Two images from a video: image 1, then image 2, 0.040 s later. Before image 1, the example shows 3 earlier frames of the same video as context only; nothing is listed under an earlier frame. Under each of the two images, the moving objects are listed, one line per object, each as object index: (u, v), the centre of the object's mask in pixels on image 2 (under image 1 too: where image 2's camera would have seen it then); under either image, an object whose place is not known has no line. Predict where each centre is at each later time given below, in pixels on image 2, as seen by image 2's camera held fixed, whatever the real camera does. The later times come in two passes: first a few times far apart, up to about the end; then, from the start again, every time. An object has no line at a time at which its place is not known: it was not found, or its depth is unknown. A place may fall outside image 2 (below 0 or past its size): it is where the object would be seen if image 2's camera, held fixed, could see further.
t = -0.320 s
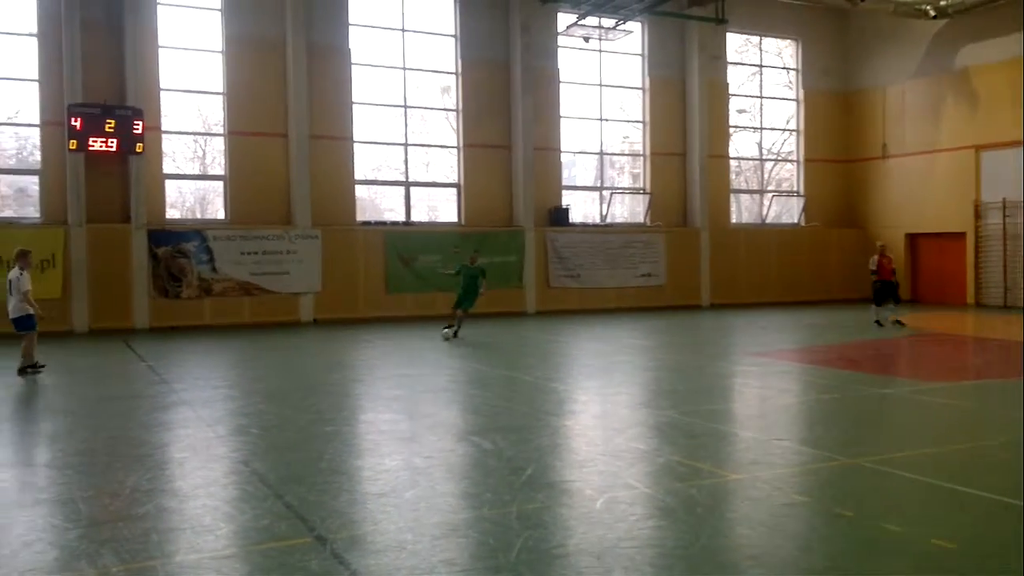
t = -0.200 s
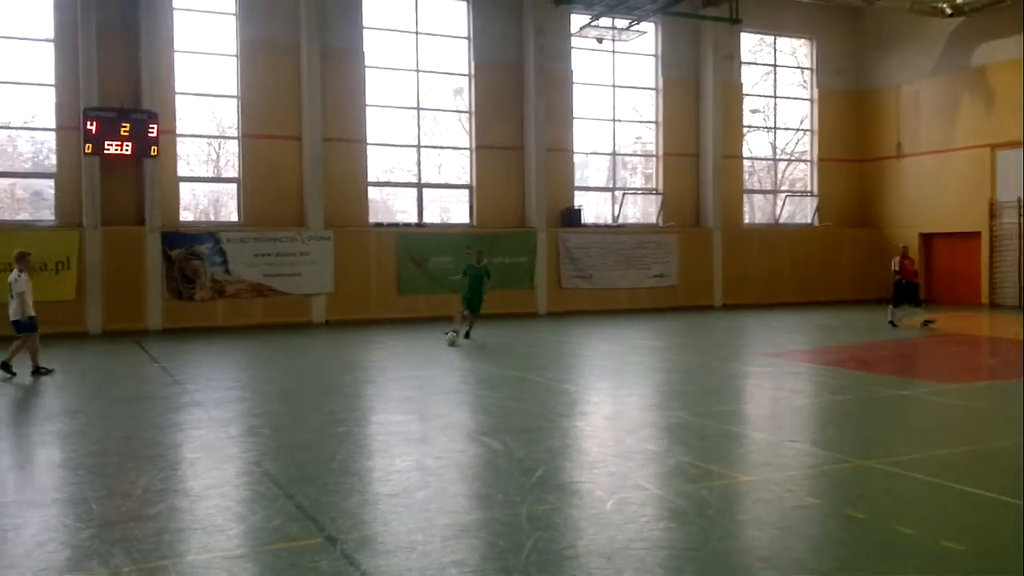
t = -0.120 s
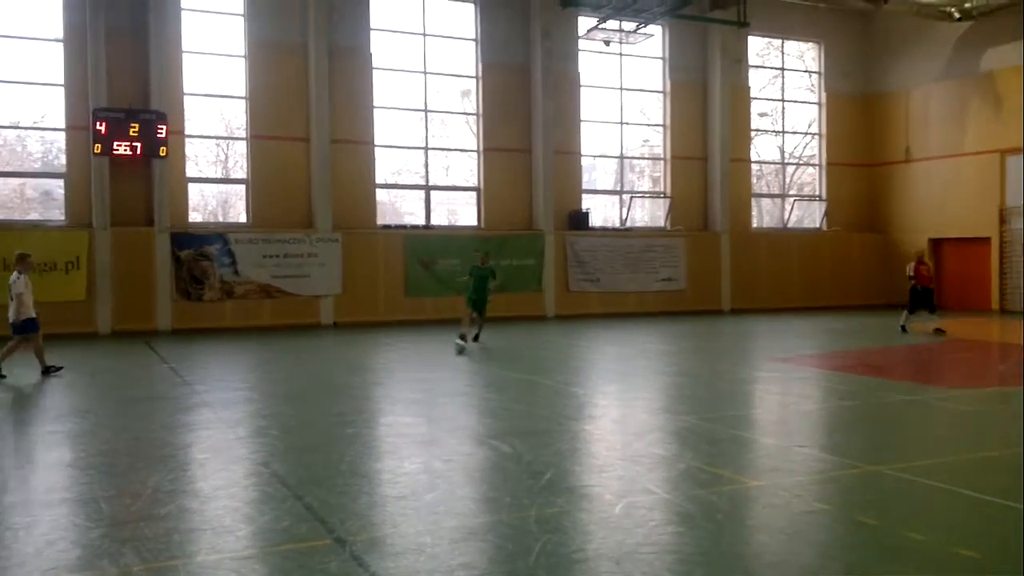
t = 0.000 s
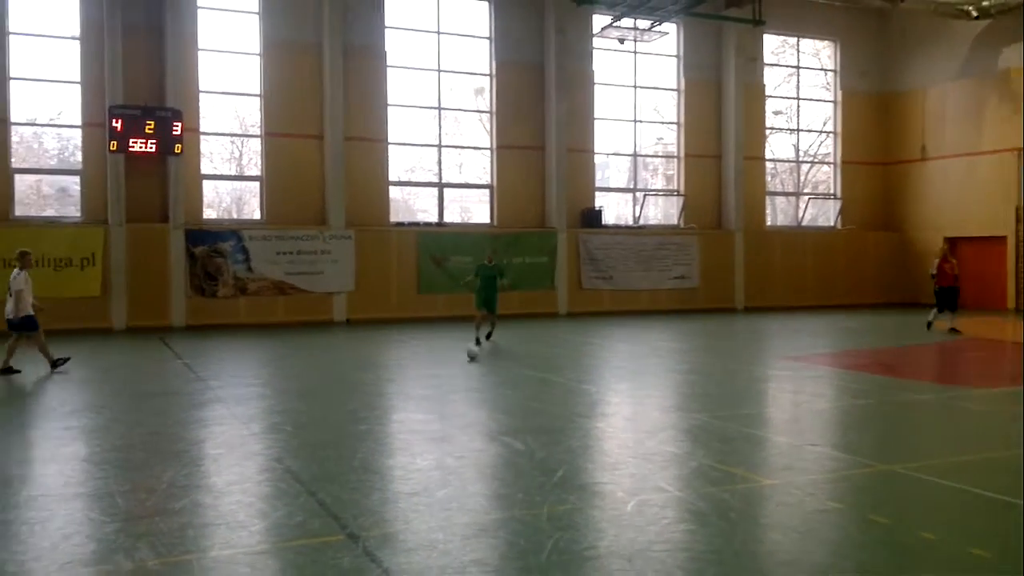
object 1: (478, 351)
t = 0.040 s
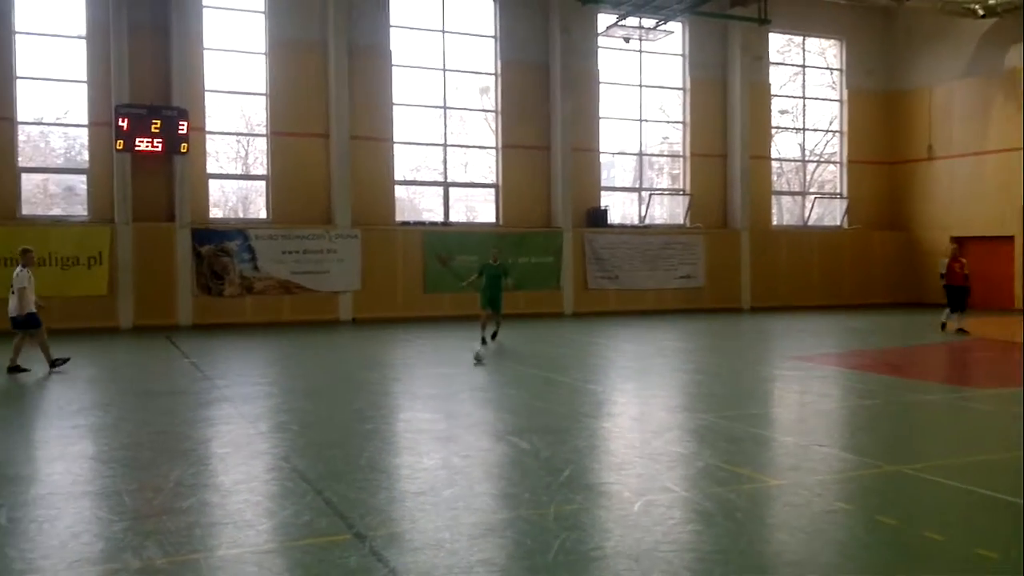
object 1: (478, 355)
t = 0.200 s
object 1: (478, 370)
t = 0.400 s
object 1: (480, 390)
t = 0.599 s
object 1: (480, 416)
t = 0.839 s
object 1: (479, 458)
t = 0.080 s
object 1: (479, 360)
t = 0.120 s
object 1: (479, 363)
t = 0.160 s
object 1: (478, 367)
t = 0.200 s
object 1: (478, 370)
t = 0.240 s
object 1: (479, 373)
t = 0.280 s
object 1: (479, 377)
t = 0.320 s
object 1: (479, 383)
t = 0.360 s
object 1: (479, 385)
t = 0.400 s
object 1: (480, 390)
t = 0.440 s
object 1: (480, 396)
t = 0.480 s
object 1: (479, 402)
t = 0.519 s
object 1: (480, 407)
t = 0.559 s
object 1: (479, 412)
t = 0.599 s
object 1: (480, 416)
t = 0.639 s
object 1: (480, 423)
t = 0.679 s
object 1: (480, 430)
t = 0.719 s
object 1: (480, 435)
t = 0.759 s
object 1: (479, 444)
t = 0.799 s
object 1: (479, 450)
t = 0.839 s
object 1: (479, 458)
